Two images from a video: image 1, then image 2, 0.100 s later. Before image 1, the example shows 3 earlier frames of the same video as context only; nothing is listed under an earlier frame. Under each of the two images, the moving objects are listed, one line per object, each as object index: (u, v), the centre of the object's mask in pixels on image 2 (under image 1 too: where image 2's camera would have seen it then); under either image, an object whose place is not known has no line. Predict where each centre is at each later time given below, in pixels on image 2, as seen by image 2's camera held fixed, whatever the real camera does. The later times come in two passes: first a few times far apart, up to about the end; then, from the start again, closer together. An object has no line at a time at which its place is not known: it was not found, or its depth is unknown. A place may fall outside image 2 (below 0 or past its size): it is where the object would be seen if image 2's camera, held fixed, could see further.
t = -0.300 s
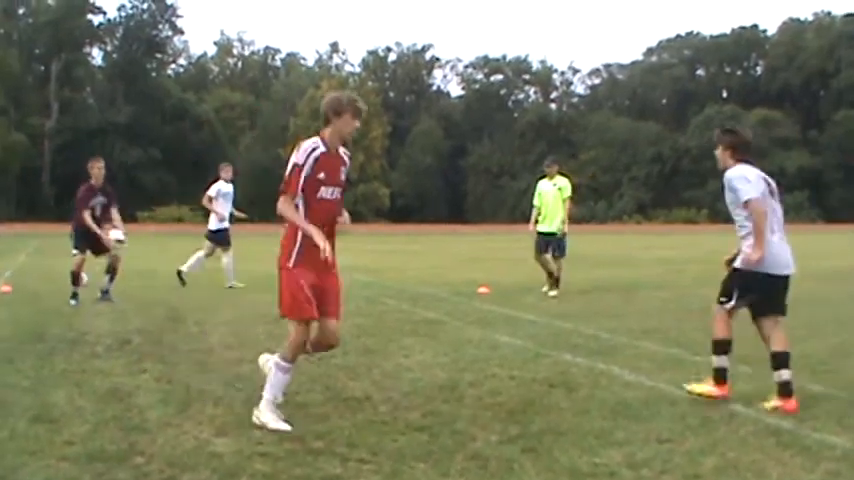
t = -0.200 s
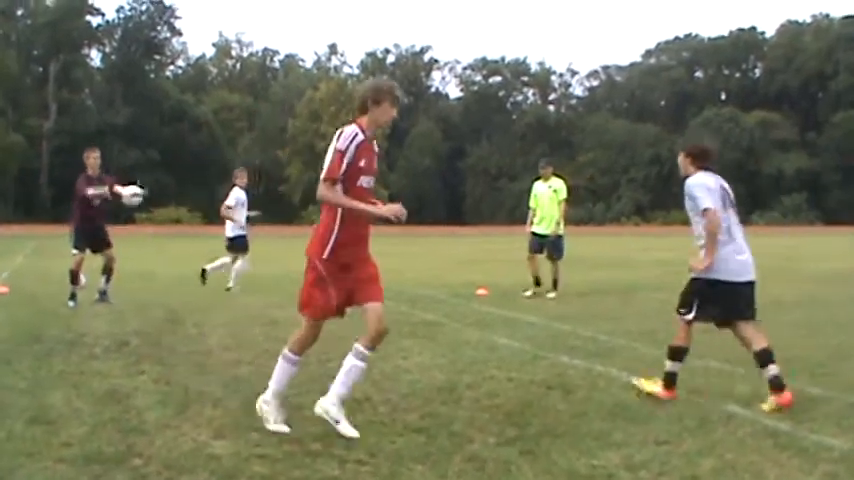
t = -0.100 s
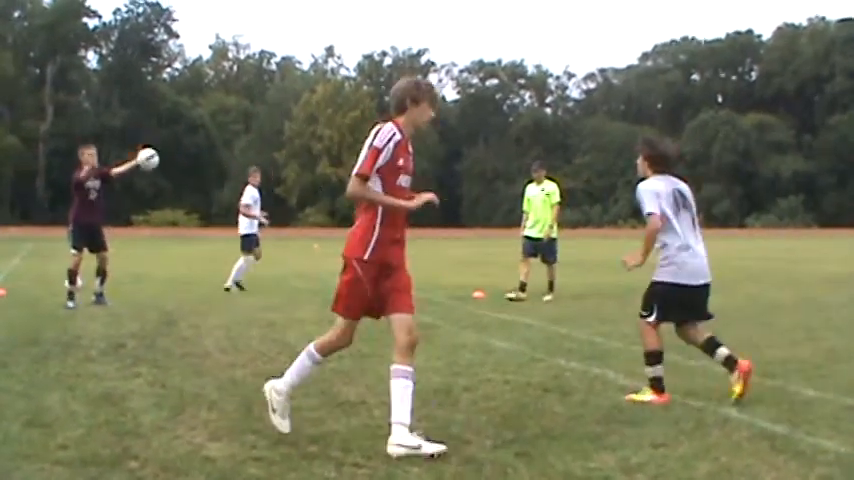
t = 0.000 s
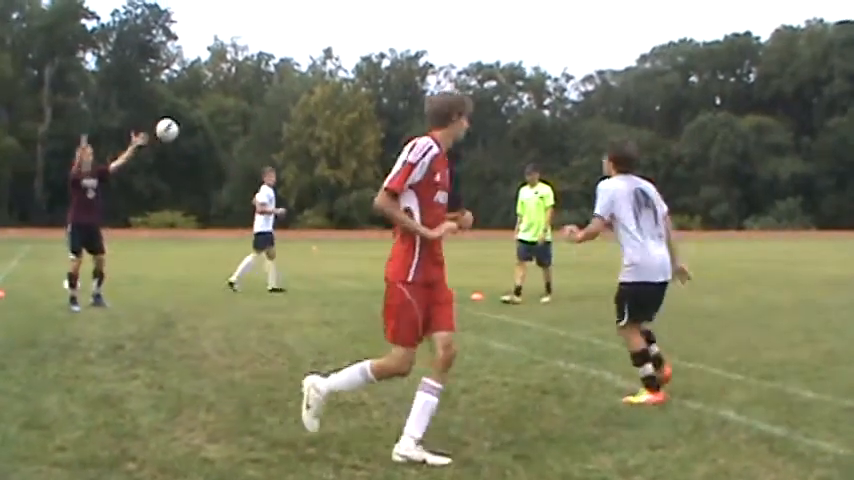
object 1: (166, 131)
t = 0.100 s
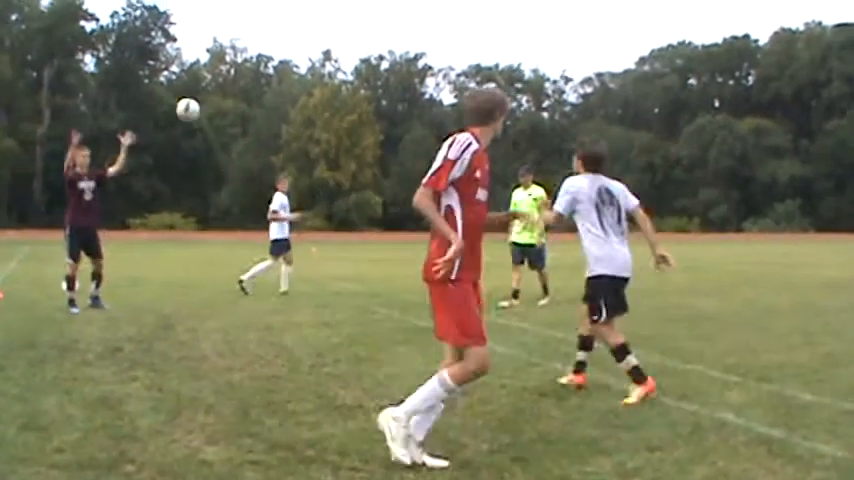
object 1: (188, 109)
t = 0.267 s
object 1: (226, 92)
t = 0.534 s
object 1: (294, 127)
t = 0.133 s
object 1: (195, 102)
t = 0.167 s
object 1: (203, 99)
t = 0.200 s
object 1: (210, 95)
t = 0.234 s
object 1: (218, 92)
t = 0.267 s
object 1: (226, 92)
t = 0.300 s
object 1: (234, 92)
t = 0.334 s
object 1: (242, 93)
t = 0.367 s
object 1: (250, 95)
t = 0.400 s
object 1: (259, 99)
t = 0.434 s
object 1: (267, 104)
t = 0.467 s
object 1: (277, 110)
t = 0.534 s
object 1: (294, 127)
